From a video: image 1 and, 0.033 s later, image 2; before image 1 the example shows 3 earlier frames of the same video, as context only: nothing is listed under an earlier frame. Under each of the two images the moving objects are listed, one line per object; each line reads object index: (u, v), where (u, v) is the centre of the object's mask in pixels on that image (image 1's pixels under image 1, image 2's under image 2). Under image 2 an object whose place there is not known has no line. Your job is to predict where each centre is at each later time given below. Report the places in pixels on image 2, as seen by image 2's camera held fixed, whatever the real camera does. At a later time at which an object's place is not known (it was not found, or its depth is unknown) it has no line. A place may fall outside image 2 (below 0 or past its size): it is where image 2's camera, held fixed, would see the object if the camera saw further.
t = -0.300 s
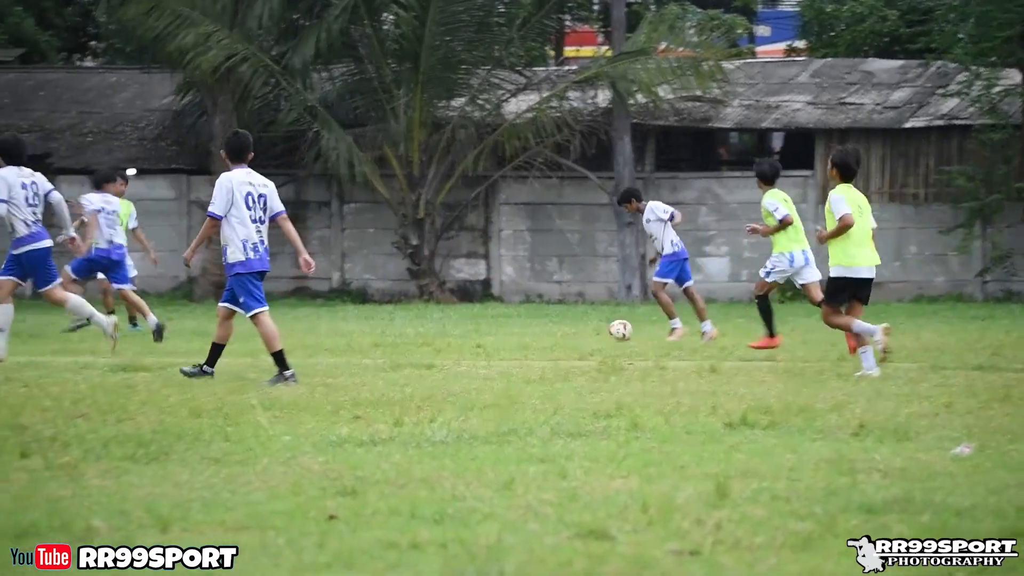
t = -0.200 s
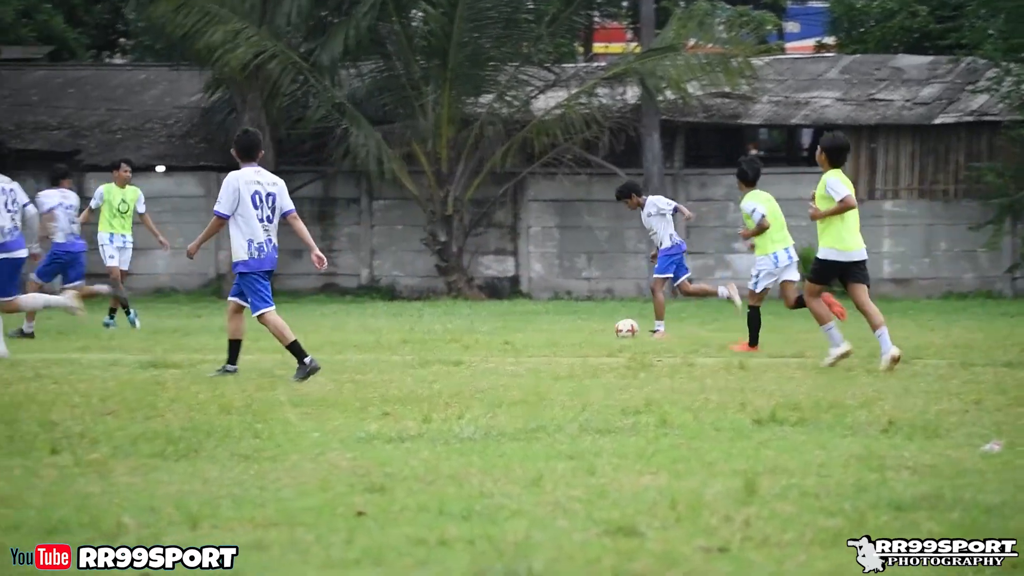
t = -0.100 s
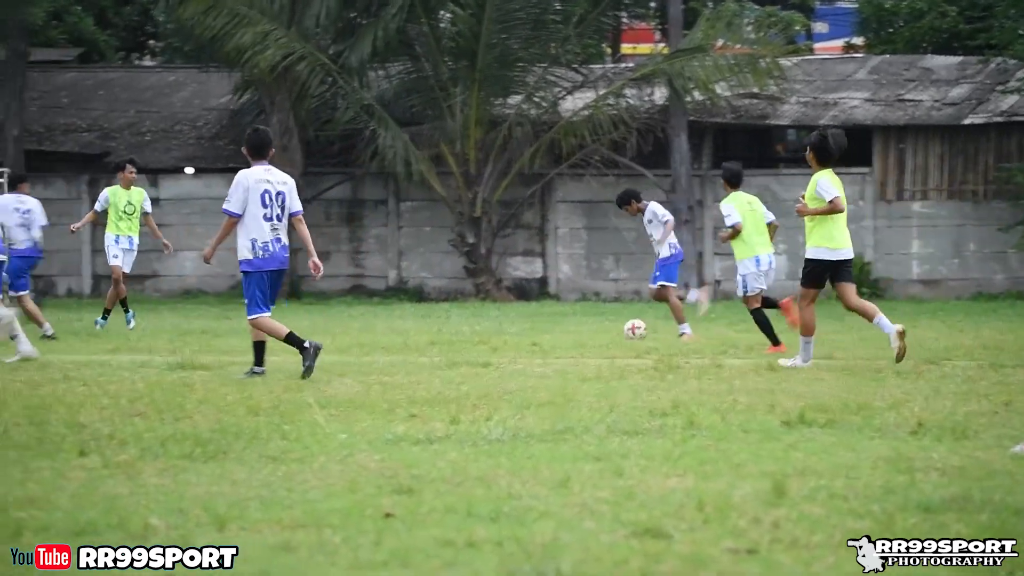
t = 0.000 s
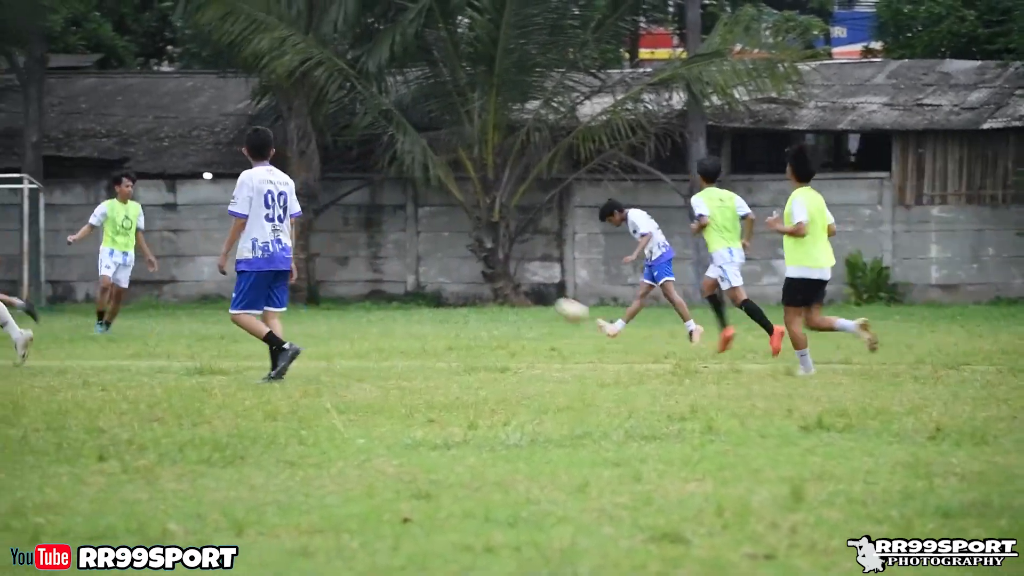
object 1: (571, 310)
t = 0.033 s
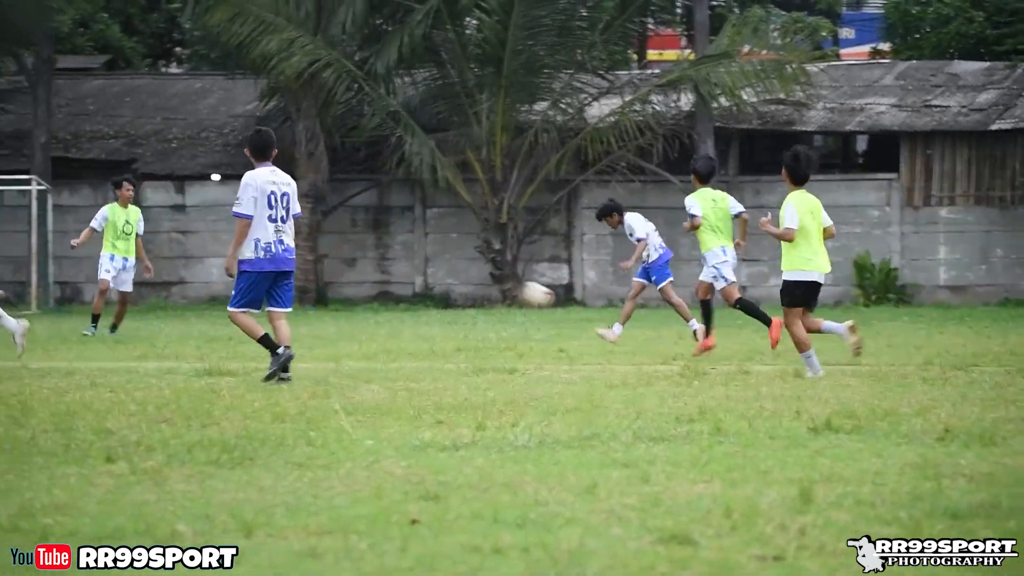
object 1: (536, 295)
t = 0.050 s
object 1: (518, 288)
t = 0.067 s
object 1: (499, 279)
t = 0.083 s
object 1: (480, 271)
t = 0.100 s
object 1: (462, 264)
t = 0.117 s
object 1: (443, 256)
